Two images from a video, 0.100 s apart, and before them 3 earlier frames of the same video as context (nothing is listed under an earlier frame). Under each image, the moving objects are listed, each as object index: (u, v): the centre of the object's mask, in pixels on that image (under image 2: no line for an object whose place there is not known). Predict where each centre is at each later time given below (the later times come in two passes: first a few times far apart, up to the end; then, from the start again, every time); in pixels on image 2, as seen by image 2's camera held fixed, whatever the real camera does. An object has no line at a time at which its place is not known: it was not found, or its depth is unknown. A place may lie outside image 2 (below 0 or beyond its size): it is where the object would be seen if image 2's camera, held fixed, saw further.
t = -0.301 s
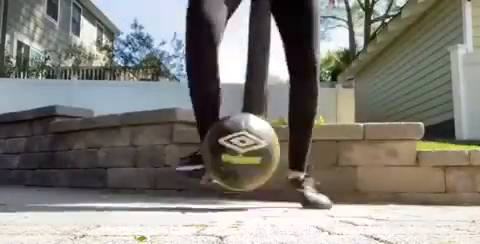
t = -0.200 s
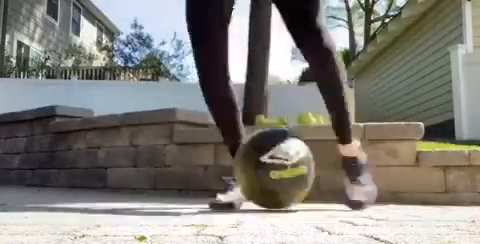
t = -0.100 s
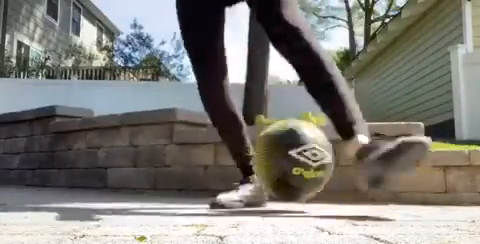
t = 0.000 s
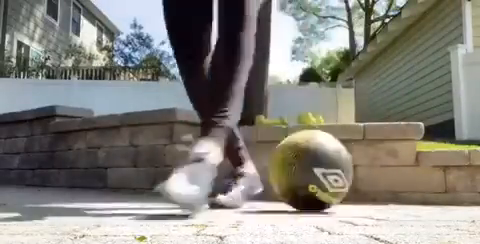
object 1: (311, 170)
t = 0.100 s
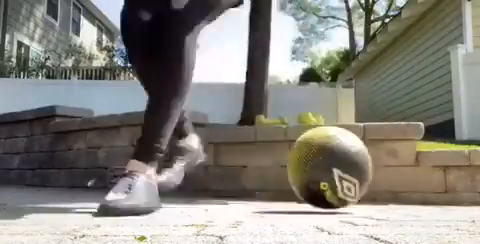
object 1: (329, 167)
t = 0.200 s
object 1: (347, 167)
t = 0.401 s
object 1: (382, 170)
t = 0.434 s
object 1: (387, 169)
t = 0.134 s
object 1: (336, 170)
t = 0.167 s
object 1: (341, 167)
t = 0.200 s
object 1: (347, 167)
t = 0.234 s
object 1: (353, 170)
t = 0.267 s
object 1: (359, 168)
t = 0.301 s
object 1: (364, 168)
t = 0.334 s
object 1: (371, 170)
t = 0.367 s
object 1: (377, 169)
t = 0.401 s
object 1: (382, 170)
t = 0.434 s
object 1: (387, 169)
